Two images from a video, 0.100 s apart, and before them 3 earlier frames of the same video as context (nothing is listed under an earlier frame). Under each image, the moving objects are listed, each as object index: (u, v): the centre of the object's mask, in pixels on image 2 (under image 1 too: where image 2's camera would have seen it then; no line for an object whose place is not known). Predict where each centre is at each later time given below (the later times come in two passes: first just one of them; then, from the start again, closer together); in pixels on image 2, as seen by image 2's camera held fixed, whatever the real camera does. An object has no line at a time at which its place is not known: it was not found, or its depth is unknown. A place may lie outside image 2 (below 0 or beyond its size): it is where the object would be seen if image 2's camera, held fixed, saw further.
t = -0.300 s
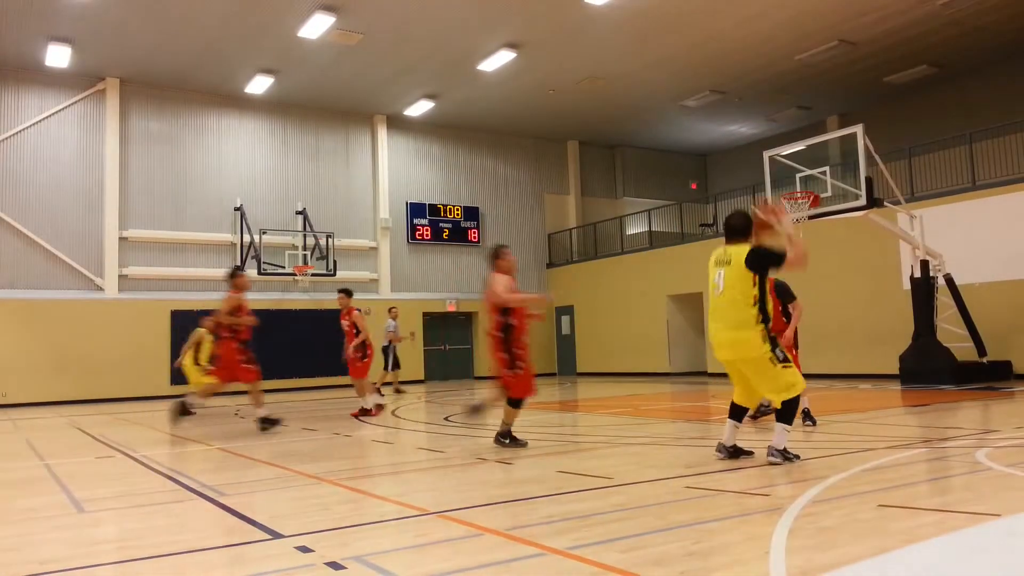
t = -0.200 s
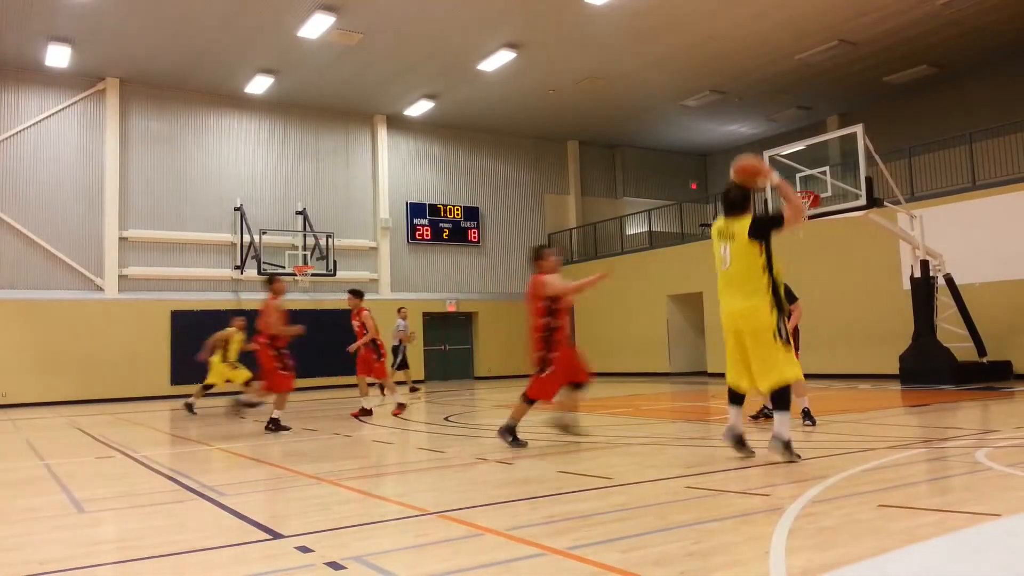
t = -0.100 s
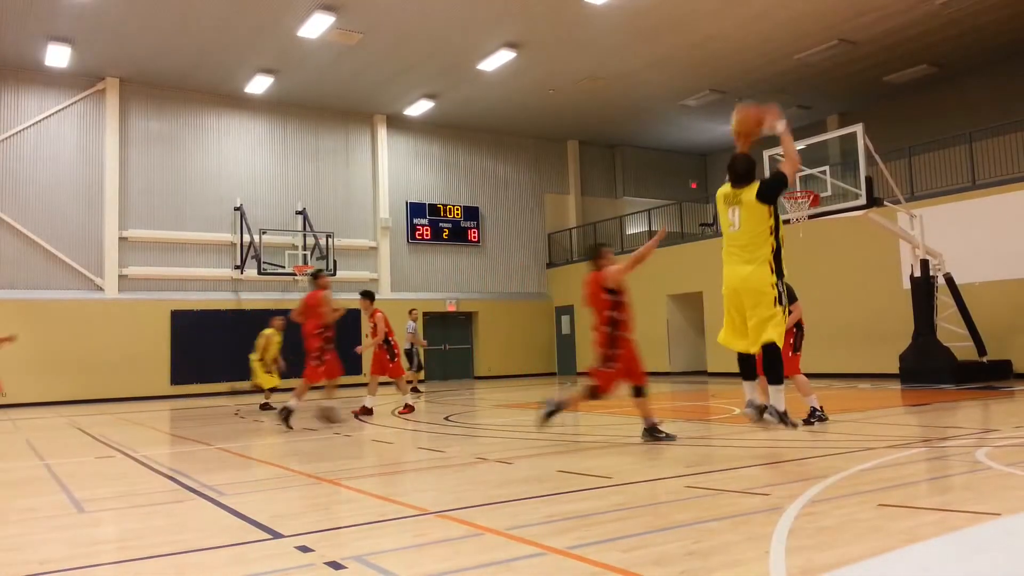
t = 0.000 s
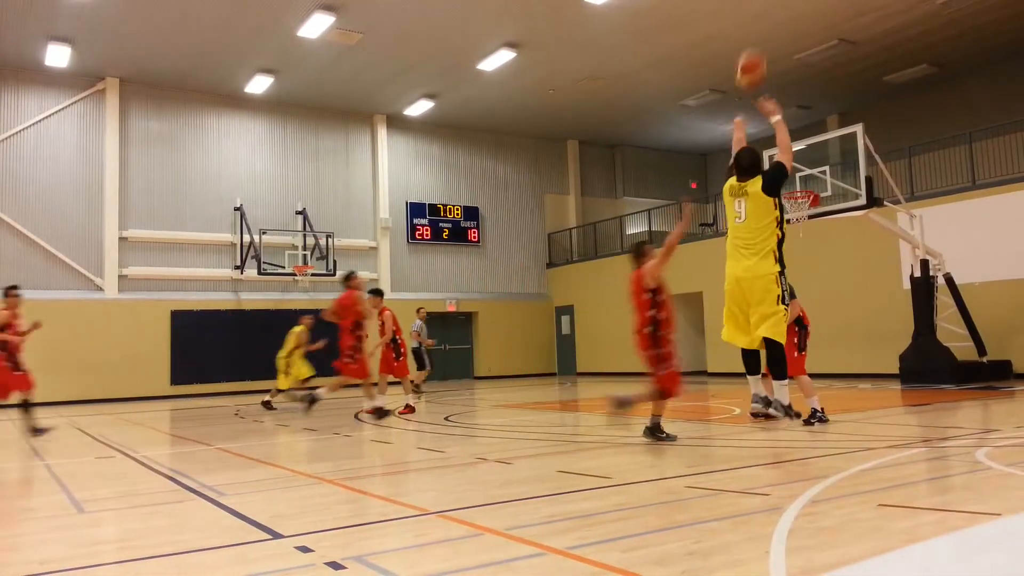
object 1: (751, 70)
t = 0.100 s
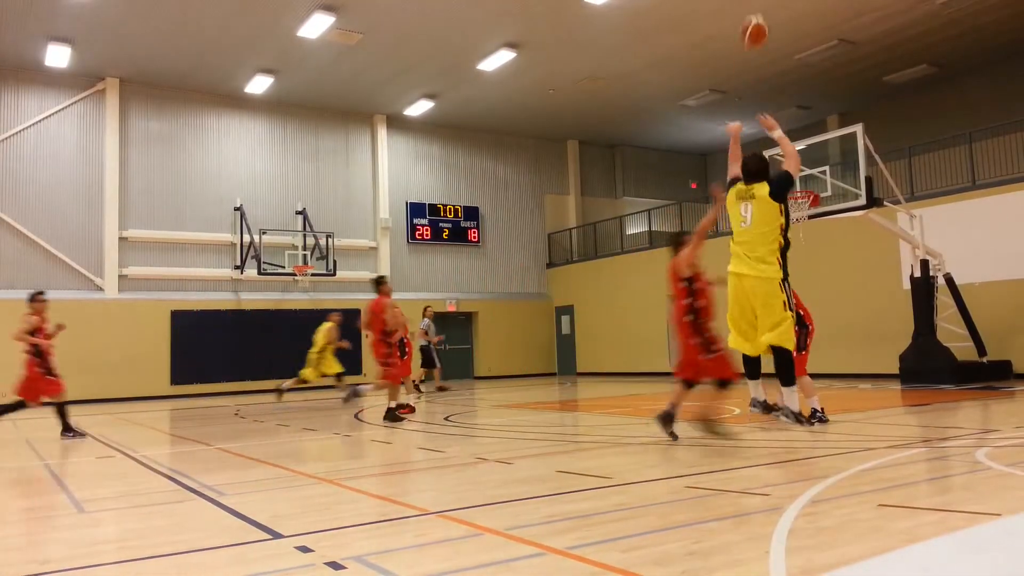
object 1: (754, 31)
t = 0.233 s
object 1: (760, 7)
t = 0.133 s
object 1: (755, 22)
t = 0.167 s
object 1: (757, 15)
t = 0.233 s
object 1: (760, 7)
